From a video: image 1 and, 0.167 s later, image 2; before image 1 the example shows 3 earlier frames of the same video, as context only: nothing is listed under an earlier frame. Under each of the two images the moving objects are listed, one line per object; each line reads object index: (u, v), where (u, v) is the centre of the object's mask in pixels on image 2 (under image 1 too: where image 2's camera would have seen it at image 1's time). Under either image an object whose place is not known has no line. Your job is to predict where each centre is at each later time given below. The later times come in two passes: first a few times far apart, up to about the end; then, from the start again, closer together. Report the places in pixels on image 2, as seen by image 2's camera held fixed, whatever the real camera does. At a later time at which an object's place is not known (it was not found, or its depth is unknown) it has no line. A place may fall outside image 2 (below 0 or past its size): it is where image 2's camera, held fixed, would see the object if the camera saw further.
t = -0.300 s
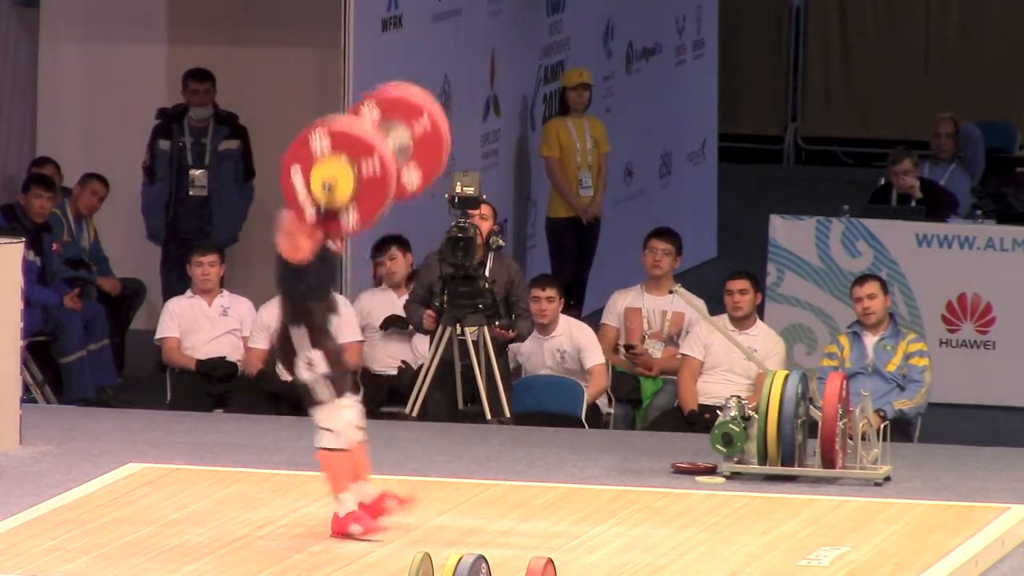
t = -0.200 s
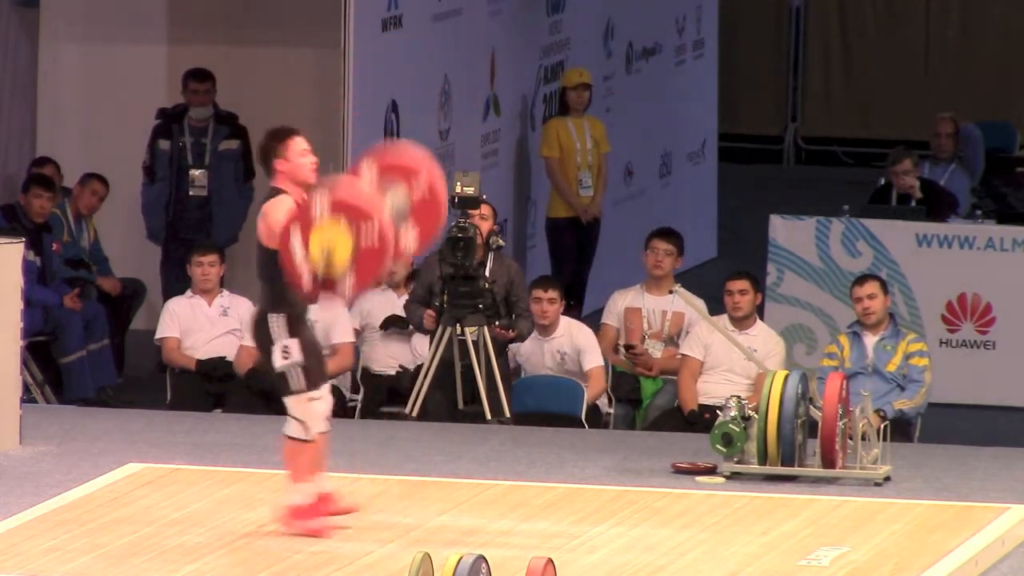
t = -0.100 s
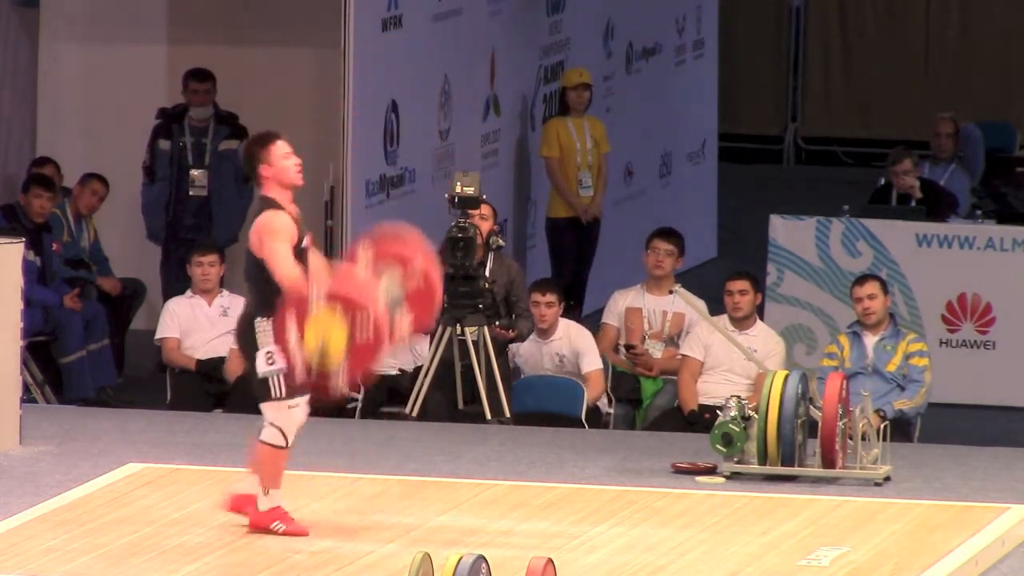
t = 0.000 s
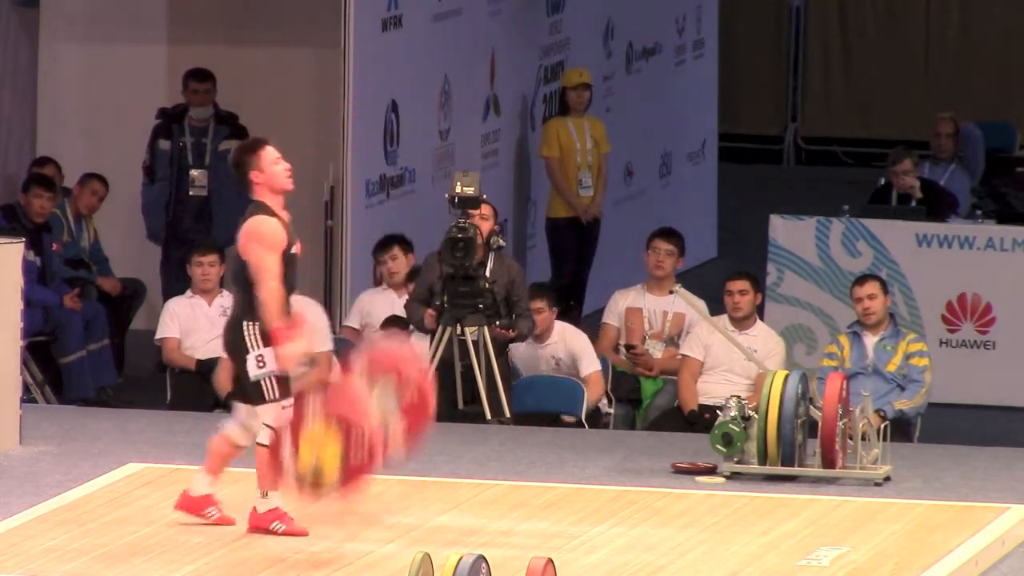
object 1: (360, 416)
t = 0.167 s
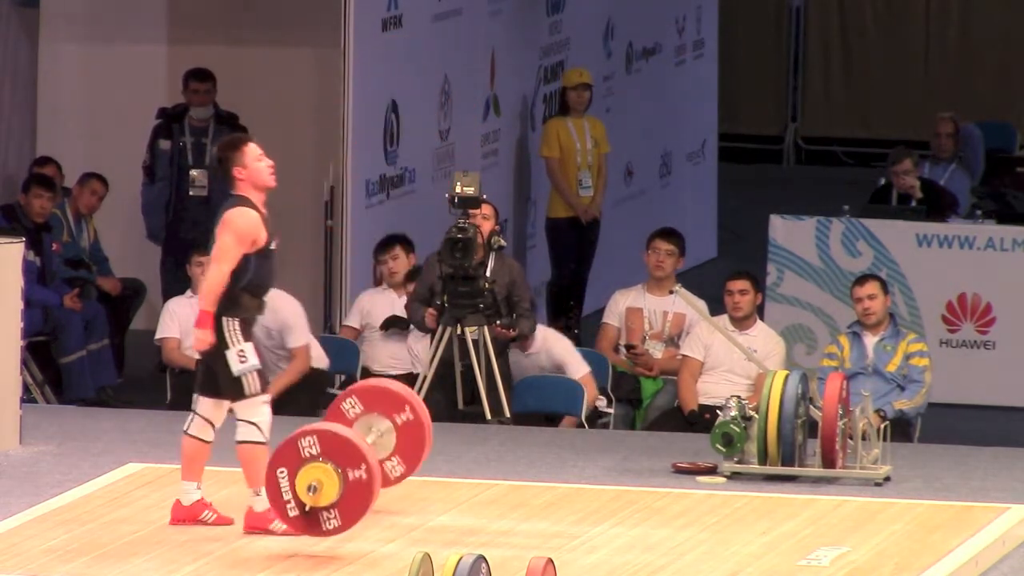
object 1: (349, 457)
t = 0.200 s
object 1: (348, 455)
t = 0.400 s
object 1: (346, 478)
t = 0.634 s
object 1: (345, 479)
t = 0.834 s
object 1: (345, 479)
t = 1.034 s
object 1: (345, 479)
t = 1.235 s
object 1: (346, 479)
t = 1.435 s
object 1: (347, 479)
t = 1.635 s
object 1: (348, 479)
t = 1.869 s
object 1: (349, 479)
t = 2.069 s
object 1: (350, 479)
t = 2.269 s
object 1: (351, 479)
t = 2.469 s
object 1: (352, 479)
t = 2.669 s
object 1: (353, 479)
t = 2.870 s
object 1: (353, 480)
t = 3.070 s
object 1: (354, 479)
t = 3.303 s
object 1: (354, 479)
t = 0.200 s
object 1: (348, 455)
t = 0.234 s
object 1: (348, 456)
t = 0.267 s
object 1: (348, 458)
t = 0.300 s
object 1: (347, 463)
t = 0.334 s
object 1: (347, 472)
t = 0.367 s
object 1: (347, 477)
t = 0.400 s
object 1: (346, 478)
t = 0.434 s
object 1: (346, 478)
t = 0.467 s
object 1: (346, 479)
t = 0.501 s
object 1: (346, 479)
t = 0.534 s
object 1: (346, 479)
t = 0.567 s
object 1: (346, 479)
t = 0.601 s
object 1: (345, 479)
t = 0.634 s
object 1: (345, 479)
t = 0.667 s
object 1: (345, 479)
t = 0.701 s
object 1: (345, 479)
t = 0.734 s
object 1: (345, 479)
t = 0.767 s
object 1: (345, 479)
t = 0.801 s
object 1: (345, 479)
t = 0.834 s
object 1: (345, 479)
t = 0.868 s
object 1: (345, 479)
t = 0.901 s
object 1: (345, 479)
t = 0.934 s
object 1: (345, 479)
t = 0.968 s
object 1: (345, 479)
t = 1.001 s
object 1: (345, 479)
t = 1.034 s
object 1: (345, 479)
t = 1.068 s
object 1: (345, 479)
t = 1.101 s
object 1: (345, 479)
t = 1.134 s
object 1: (345, 479)
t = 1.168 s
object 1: (346, 479)
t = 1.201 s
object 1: (346, 479)
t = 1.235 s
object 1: (346, 479)
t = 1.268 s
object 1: (346, 479)
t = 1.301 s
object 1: (346, 479)
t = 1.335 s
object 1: (346, 479)
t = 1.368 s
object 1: (346, 479)
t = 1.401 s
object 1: (346, 479)
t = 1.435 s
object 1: (347, 479)
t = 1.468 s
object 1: (347, 479)
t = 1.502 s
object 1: (347, 479)
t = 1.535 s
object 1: (347, 479)
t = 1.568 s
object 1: (347, 479)
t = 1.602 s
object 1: (347, 479)
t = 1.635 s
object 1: (348, 479)
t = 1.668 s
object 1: (348, 479)
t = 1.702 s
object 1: (348, 479)
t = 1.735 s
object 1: (348, 479)
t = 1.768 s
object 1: (348, 479)
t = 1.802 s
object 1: (348, 479)
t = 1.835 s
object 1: (348, 479)
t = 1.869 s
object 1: (349, 479)
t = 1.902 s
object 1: (349, 479)
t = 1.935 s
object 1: (349, 479)
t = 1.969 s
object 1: (349, 479)
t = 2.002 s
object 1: (349, 479)
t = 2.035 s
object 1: (350, 479)
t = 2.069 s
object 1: (350, 479)
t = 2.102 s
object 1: (350, 479)
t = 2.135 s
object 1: (350, 479)
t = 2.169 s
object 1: (350, 479)
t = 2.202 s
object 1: (350, 479)
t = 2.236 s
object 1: (351, 479)
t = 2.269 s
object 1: (351, 479)
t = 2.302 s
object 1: (351, 479)
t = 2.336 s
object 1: (351, 479)
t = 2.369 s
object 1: (351, 479)
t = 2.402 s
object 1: (351, 479)
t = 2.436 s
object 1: (352, 480)
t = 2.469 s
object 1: (352, 479)
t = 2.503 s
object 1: (352, 479)
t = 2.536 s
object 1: (352, 479)
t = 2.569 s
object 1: (352, 479)
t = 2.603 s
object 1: (352, 479)
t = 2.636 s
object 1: (352, 479)
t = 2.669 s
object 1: (353, 479)
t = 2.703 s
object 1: (353, 480)
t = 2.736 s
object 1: (353, 480)
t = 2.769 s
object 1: (353, 479)
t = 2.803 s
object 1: (353, 480)
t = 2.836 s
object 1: (354, 479)
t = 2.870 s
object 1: (353, 480)
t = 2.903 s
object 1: (354, 480)
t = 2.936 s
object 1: (353, 479)
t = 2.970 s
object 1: (354, 479)
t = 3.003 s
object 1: (354, 479)
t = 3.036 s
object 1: (354, 479)
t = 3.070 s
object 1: (354, 479)
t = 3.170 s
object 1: (354, 479)
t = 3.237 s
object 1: (354, 479)
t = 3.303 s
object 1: (354, 479)
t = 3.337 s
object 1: (354, 479)
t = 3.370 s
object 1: (354, 479)
